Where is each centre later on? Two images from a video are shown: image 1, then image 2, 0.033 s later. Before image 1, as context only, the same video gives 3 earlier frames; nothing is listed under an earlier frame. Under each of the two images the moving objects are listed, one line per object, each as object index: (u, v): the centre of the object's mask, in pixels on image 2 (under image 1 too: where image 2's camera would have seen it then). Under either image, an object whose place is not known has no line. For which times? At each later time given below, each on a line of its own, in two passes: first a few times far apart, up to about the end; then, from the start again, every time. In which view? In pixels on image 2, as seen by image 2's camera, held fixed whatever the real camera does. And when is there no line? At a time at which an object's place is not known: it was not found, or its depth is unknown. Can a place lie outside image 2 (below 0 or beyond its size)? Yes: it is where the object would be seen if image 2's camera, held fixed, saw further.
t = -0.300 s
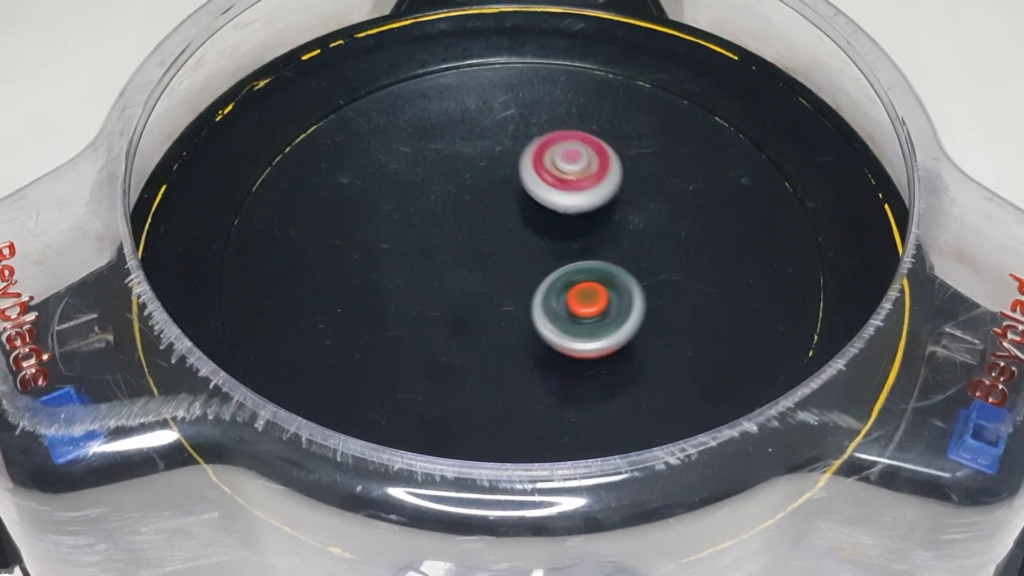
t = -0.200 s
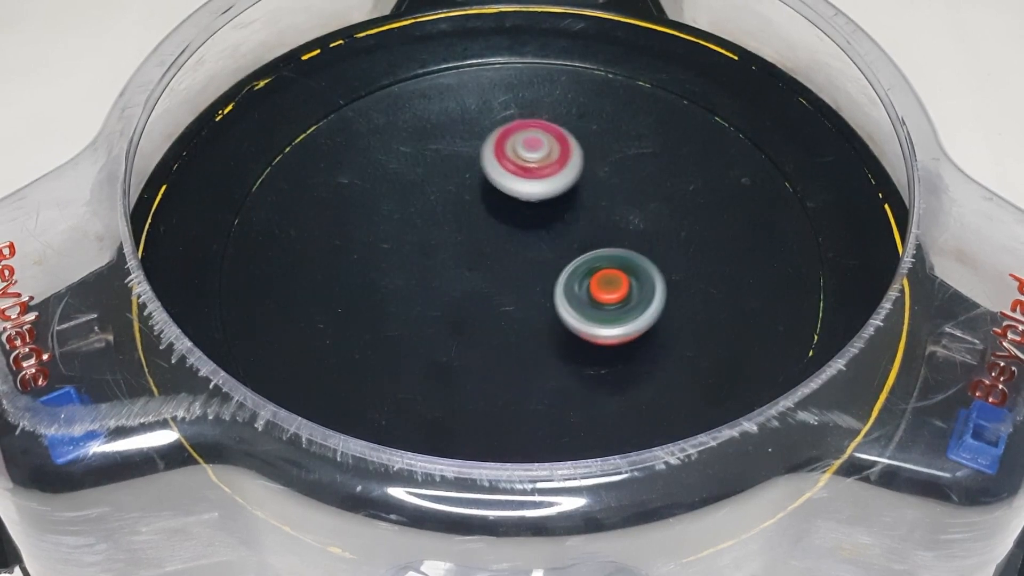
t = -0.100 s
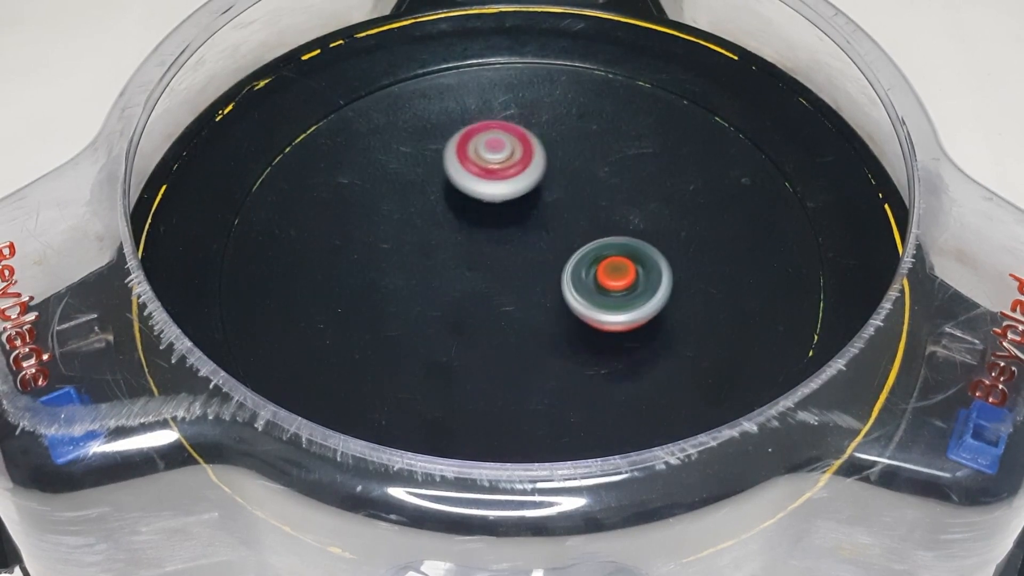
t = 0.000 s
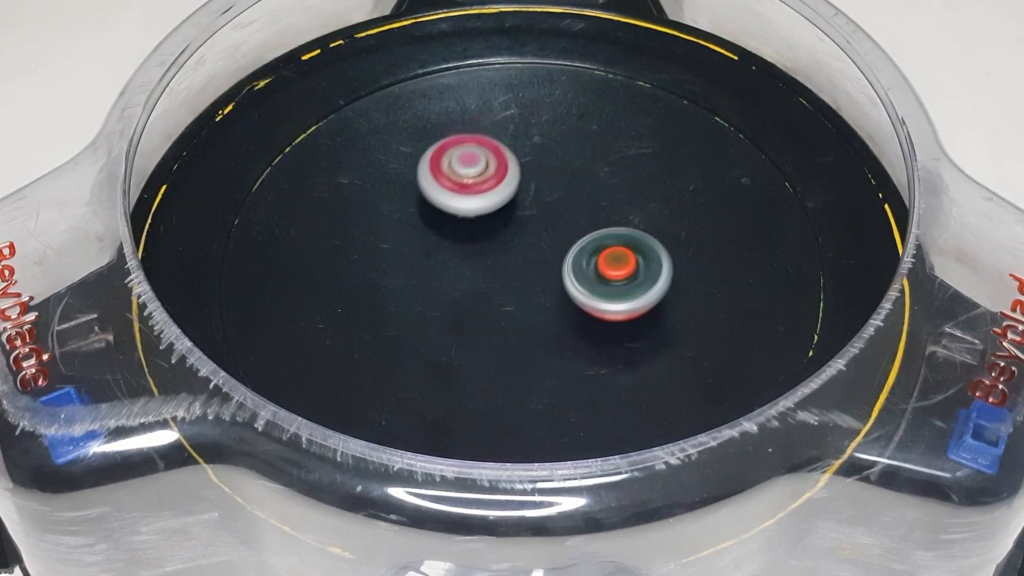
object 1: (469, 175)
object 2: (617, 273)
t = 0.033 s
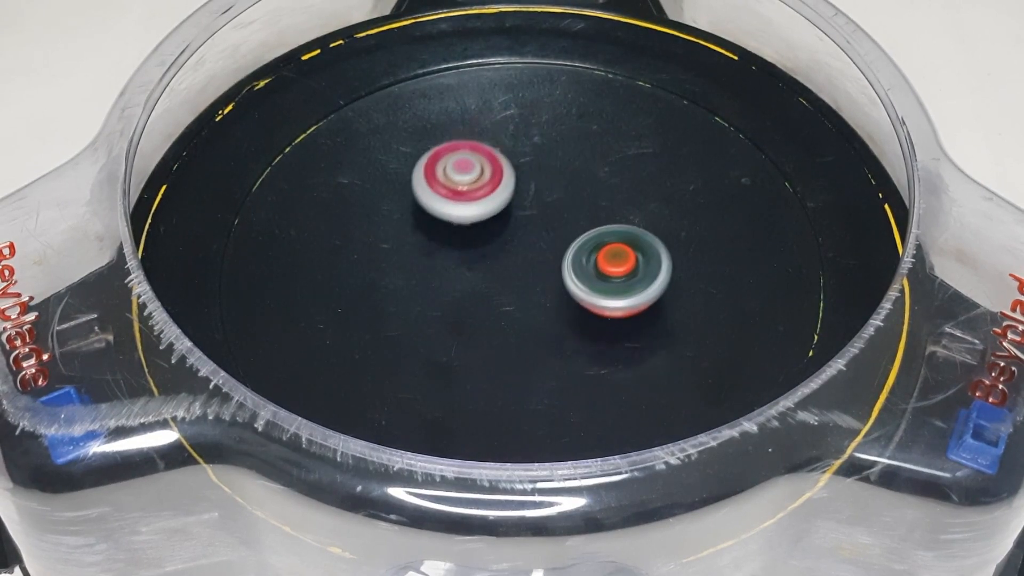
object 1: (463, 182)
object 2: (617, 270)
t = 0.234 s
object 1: (457, 227)
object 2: (603, 253)
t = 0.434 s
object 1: (442, 254)
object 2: (622, 245)
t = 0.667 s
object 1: (481, 282)
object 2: (617, 232)
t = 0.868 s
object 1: (487, 302)
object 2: (622, 192)
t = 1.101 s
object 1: (524, 309)
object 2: (578, 171)
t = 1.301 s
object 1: (562, 292)
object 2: (517, 193)
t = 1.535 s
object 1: (711, 367)
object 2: (362, 81)
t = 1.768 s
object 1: (732, 340)
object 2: (293, 94)
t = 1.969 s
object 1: (609, 214)
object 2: (363, 232)
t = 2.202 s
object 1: (517, 218)
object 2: (546, 313)
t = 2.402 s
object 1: (496, 276)
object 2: (620, 254)
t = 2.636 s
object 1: (543, 312)
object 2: (589, 179)
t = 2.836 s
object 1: (583, 299)
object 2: (543, 164)
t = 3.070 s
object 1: (571, 262)
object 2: (521, 174)
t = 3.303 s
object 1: (536, 271)
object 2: (517, 181)
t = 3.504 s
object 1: (532, 310)
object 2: (521, 149)
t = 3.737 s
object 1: (563, 301)
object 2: (506, 156)
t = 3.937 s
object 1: (553, 275)
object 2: (509, 185)
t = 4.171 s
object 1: (566, 330)
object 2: (492, 127)
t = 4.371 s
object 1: (588, 285)
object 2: (479, 167)
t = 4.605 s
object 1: (588, 277)
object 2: (441, 162)
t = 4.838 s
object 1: (562, 258)
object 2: (458, 209)
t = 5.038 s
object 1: (711, 303)
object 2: (310, 144)
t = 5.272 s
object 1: (688, 235)
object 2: (353, 229)
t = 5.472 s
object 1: (600, 192)
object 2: (481, 288)
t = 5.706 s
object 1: (495, 174)
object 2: (566, 307)
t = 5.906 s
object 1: (428, 149)
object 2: (654, 358)
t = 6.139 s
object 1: (406, 234)
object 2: (683, 268)
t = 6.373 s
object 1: (468, 278)
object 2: (617, 220)
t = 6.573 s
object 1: (482, 279)
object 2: (630, 196)
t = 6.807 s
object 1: (501, 274)
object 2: (609, 184)
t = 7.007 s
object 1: (514, 275)
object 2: (585, 174)
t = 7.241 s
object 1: (523, 276)
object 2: (557, 172)
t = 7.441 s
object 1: (534, 280)
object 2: (532, 168)
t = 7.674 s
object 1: (550, 271)
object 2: (508, 183)
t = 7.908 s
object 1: (673, 460)
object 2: (432, 35)
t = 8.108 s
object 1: (649, 365)
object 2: (421, 124)
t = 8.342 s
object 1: (575, 211)
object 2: (499, 271)
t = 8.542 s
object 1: (503, 219)
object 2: (596, 282)
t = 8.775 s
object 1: (454, 268)
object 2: (650, 206)
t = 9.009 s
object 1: (461, 311)
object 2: (630, 190)
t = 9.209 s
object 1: (492, 321)
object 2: (607, 206)
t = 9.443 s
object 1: (524, 307)
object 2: (602, 226)
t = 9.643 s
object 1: (523, 292)
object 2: (618, 226)
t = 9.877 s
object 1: (477, 281)
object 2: (661, 210)
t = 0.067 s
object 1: (460, 189)
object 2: (616, 267)
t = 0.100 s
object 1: (457, 197)
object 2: (614, 264)
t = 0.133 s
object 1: (455, 205)
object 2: (613, 261)
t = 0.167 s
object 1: (455, 212)
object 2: (610, 258)
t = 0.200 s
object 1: (456, 220)
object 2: (607, 255)
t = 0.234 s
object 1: (457, 227)
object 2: (603, 253)
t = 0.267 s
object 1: (460, 233)
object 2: (598, 250)
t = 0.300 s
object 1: (464, 239)
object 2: (592, 248)
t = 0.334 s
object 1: (468, 244)
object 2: (586, 247)
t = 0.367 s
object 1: (467, 249)
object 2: (586, 246)
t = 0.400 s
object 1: (451, 251)
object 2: (607, 246)
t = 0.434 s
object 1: (442, 254)
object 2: (622, 245)
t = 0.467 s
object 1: (441, 258)
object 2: (630, 244)
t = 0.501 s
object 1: (444, 263)
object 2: (633, 242)
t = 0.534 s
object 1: (450, 268)
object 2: (633, 240)
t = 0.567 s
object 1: (457, 273)
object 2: (630, 238)
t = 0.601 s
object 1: (465, 277)
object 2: (626, 236)
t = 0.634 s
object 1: (473, 280)
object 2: (622, 234)
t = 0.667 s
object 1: (481, 282)
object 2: (617, 232)
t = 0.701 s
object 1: (489, 283)
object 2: (612, 230)
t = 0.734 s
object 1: (497, 284)
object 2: (606, 228)
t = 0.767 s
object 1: (505, 284)
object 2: (600, 226)
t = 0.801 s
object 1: (511, 284)
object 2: (596, 222)
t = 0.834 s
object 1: (497, 295)
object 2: (611, 205)
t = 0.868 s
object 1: (487, 302)
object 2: (622, 192)
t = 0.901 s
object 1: (483, 307)
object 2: (627, 181)
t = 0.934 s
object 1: (485, 310)
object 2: (627, 173)
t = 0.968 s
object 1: (492, 312)
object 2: (622, 169)
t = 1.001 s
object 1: (500, 313)
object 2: (614, 167)
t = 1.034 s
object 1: (508, 312)
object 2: (603, 167)
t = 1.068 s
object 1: (516, 311)
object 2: (591, 169)
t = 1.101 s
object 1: (524, 309)
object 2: (578, 171)
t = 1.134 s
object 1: (531, 307)
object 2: (566, 174)
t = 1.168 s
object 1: (538, 304)
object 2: (554, 176)
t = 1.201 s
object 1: (545, 302)
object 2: (543, 180)
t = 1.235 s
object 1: (551, 299)
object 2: (533, 184)
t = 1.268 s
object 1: (557, 295)
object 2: (524, 188)
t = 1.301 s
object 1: (562, 292)
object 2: (517, 193)
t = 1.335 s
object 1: (567, 288)
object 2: (510, 199)
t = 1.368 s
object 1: (571, 284)
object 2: (505, 204)
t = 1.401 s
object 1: (574, 280)
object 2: (501, 211)
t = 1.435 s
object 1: (576, 276)
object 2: (498, 216)
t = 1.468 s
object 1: (614, 304)
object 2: (452, 175)
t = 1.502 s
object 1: (664, 339)
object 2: (405, 128)
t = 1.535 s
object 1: (711, 367)
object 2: (362, 81)
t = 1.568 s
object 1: (755, 387)
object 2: (340, 51)
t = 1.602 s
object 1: (779, 384)
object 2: (326, 44)
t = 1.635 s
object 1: (783, 380)
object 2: (317, 55)
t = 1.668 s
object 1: (780, 385)
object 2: (308, 58)
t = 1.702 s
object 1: (765, 373)
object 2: (301, 67)
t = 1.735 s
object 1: (749, 356)
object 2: (296, 79)
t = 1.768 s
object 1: (732, 340)
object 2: (293, 94)
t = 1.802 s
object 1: (711, 317)
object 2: (294, 112)
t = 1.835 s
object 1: (689, 294)
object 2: (299, 136)
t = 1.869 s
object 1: (667, 271)
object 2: (309, 159)
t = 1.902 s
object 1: (647, 249)
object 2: (323, 184)
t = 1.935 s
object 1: (627, 230)
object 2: (341, 208)
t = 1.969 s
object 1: (609, 214)
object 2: (363, 232)
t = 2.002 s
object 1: (593, 204)
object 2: (387, 255)
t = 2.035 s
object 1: (577, 197)
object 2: (414, 274)
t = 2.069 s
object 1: (562, 196)
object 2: (441, 290)
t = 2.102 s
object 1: (548, 198)
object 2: (469, 302)
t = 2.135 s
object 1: (535, 203)
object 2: (496, 310)
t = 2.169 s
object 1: (525, 210)
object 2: (522, 314)
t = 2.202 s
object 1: (517, 218)
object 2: (546, 313)
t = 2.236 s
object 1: (510, 227)
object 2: (567, 309)
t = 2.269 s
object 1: (504, 237)
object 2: (585, 302)
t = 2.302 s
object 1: (499, 248)
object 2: (598, 292)
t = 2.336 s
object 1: (495, 258)
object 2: (609, 280)
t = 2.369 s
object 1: (494, 268)
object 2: (616, 267)
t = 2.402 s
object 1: (496, 276)
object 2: (620, 254)
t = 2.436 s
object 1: (501, 284)
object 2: (621, 240)
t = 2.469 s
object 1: (507, 293)
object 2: (620, 227)
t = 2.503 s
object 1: (514, 300)
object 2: (616, 215)
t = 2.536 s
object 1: (521, 307)
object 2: (611, 204)
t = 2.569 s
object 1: (528, 311)
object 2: (605, 194)
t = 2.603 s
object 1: (535, 312)
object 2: (597, 186)
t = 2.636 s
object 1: (543, 312)
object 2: (589, 179)
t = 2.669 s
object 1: (552, 311)
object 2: (581, 174)
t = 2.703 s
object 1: (562, 310)
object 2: (572, 170)
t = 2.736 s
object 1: (571, 309)
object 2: (564, 167)
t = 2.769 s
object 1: (577, 307)
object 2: (556, 165)
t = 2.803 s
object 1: (581, 304)
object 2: (549, 164)
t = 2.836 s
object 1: (583, 299)
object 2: (543, 164)
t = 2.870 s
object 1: (584, 294)
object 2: (537, 164)
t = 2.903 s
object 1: (585, 287)
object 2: (533, 165)
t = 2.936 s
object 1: (585, 281)
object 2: (529, 166)
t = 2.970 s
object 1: (585, 275)
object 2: (527, 168)
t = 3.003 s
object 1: (582, 270)
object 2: (524, 170)
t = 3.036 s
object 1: (577, 265)
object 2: (522, 172)
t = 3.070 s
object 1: (571, 262)
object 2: (521, 174)
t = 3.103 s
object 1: (564, 260)
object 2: (521, 176)
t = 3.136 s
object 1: (559, 259)
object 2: (520, 178)
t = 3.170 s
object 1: (554, 262)
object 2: (518, 177)
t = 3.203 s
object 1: (550, 266)
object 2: (517, 176)
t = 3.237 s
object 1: (544, 269)
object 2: (516, 177)
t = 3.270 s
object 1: (539, 270)
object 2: (517, 179)
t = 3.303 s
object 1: (536, 271)
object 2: (517, 181)
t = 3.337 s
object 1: (534, 272)
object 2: (517, 183)
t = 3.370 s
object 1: (532, 273)
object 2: (518, 186)
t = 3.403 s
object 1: (530, 274)
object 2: (519, 188)
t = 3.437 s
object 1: (529, 284)
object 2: (520, 177)
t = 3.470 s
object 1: (530, 300)
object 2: (521, 160)
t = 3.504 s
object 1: (532, 310)
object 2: (521, 149)
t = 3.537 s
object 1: (535, 315)
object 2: (521, 143)
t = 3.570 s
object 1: (541, 317)
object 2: (519, 141)
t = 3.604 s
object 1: (547, 316)
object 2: (517, 141)
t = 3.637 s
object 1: (553, 313)
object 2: (513, 143)
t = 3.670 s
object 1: (558, 309)
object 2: (510, 147)
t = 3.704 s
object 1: (562, 305)
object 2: (508, 151)
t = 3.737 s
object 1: (563, 301)
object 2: (506, 156)
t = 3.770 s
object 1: (564, 296)
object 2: (505, 161)
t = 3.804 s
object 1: (563, 291)
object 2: (504, 166)
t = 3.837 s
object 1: (562, 286)
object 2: (504, 171)
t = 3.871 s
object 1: (560, 282)
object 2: (505, 176)
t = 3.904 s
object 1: (557, 278)
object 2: (507, 180)
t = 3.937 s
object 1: (553, 275)
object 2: (509, 185)
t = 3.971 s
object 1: (549, 272)
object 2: (511, 190)
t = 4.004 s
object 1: (549, 284)
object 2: (508, 175)
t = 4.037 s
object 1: (551, 304)
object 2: (503, 154)
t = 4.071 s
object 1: (553, 319)
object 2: (500, 138)
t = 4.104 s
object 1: (556, 327)
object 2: (497, 129)
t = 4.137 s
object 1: (560, 331)
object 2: (495, 126)
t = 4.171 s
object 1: (566, 330)
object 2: (492, 127)
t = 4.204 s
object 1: (573, 326)
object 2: (488, 130)
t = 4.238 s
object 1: (579, 319)
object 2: (484, 136)
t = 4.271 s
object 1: (584, 311)
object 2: (482, 143)
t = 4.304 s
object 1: (588, 303)
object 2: (480, 150)
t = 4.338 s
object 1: (589, 294)
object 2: (479, 158)
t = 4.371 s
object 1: (588, 285)
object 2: (479, 167)
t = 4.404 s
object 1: (585, 276)
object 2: (481, 175)
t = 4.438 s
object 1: (580, 268)
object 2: (484, 183)
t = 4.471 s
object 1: (573, 260)
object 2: (487, 190)
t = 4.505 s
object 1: (569, 256)
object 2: (484, 191)
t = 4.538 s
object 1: (578, 266)
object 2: (467, 178)
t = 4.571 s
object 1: (588, 277)
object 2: (446, 163)
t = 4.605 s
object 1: (588, 277)
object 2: (441, 162)
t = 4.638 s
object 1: (586, 276)
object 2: (440, 165)
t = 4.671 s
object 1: (583, 274)
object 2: (440, 170)
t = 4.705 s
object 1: (580, 271)
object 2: (442, 177)
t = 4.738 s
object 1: (575, 267)
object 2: (445, 185)
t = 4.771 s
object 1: (571, 264)
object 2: (449, 193)
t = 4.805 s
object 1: (566, 261)
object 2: (453, 201)
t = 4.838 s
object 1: (562, 258)
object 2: (458, 209)
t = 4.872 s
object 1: (566, 259)
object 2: (450, 209)
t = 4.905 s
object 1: (605, 275)
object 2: (407, 189)
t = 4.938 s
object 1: (641, 287)
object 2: (371, 170)
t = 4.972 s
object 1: (670, 296)
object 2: (343, 156)
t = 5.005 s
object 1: (694, 301)
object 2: (323, 147)
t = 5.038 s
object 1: (711, 303)
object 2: (310, 144)
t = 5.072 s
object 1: (722, 301)
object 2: (303, 147)
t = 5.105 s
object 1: (726, 295)
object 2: (300, 154)
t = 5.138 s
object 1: (725, 286)
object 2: (302, 167)
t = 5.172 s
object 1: (719, 275)
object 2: (309, 181)
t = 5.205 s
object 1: (711, 262)
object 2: (320, 196)
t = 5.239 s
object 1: (700, 248)
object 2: (335, 213)
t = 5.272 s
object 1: (688, 235)
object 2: (353, 229)
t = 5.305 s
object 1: (675, 224)
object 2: (374, 244)
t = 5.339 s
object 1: (662, 213)
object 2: (396, 258)
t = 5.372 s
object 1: (647, 205)
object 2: (419, 269)
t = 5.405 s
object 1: (631, 199)
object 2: (441, 278)
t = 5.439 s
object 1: (616, 195)
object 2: (462, 284)
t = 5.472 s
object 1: (600, 192)
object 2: (481, 288)
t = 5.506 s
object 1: (584, 191)
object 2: (498, 289)
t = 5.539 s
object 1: (569, 190)
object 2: (512, 288)
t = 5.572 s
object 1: (555, 192)
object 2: (525, 285)
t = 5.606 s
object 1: (540, 194)
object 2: (534, 282)
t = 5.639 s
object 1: (526, 197)
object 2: (543, 279)
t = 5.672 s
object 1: (512, 194)
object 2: (551, 281)
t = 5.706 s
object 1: (495, 174)
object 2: (566, 307)
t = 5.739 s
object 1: (480, 158)
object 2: (581, 329)
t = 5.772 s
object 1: (467, 146)
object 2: (595, 346)
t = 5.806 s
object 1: (455, 140)
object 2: (608, 357)
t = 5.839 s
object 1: (445, 138)
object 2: (623, 363)
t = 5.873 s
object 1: (436, 142)
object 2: (639, 364)
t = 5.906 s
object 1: (428, 149)
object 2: (654, 358)
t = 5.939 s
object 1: (420, 160)
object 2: (670, 349)
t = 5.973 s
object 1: (413, 172)
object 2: (681, 336)
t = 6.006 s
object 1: (408, 184)
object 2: (689, 323)
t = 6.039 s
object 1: (404, 197)
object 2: (693, 308)
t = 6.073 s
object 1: (403, 210)
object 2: (693, 294)
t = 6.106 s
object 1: (403, 222)
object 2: (690, 281)
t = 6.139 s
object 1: (406, 234)
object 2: (683, 268)
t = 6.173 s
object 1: (411, 245)
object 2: (675, 257)
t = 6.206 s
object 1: (418, 255)
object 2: (665, 247)
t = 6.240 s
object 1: (425, 263)
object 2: (654, 238)
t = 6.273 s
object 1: (435, 269)
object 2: (643, 231)
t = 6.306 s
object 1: (445, 274)
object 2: (633, 225)
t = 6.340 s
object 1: (456, 277)
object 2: (625, 222)
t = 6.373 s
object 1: (468, 278)
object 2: (617, 220)
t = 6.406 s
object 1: (479, 278)
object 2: (611, 220)
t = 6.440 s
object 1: (489, 277)
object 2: (606, 219)
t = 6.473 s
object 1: (498, 274)
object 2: (601, 219)
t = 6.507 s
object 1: (507, 271)
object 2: (597, 219)
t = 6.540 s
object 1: (494, 276)
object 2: (615, 207)
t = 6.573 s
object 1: (482, 279)
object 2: (630, 196)
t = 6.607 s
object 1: (477, 281)
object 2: (638, 189)
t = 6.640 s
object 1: (477, 281)
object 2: (639, 185)
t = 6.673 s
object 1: (480, 280)
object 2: (636, 183)
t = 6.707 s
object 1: (484, 279)
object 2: (630, 183)
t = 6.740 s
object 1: (489, 277)
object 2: (623, 182)
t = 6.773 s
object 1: (495, 276)
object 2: (616, 183)
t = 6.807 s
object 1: (501, 274)
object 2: (609, 184)
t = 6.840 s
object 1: (507, 273)
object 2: (602, 185)
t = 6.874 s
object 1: (513, 271)
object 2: (595, 186)
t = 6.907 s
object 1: (517, 269)
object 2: (588, 188)
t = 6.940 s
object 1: (521, 266)
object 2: (581, 189)
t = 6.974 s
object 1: (521, 267)
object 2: (580, 184)
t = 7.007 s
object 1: (514, 275)
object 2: (585, 174)
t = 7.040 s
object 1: (510, 279)
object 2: (586, 167)
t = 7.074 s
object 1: (509, 280)
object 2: (584, 165)
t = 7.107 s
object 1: (510, 281)
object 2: (580, 164)
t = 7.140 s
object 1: (513, 281)
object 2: (574, 165)
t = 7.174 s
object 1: (516, 279)
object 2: (568, 167)
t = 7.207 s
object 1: (520, 278)
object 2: (563, 169)
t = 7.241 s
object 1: (523, 276)
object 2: (557, 172)
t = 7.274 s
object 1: (526, 274)
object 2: (552, 174)
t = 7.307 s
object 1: (529, 272)
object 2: (547, 177)
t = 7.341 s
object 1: (532, 269)
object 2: (542, 180)
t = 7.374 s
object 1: (534, 267)
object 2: (537, 181)
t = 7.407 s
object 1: (534, 275)
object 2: (535, 173)
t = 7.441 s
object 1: (534, 280)
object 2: (532, 168)
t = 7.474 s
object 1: (535, 282)
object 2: (529, 167)
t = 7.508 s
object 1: (537, 282)
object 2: (525, 169)
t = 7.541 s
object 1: (539, 281)
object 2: (521, 171)
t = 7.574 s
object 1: (543, 279)
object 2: (517, 173)
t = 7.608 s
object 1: (545, 276)
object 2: (514, 176)
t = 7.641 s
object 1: (548, 273)
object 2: (511, 180)
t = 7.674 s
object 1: (550, 271)
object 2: (508, 183)
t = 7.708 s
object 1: (551, 268)
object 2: (506, 187)
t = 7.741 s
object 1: (552, 266)
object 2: (502, 186)
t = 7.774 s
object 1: (573, 308)
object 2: (478, 132)
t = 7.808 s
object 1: (598, 356)
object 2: (455, 67)
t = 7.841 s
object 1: (622, 397)
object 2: (442, 32)
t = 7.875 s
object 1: (648, 431)
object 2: (437, 27)
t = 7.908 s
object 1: (673, 460)
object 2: (432, 35)
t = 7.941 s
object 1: (679, 452)
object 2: (427, 35)
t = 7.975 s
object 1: (681, 456)
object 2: (423, 47)
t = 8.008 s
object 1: (675, 440)
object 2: (421, 63)
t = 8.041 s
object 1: (662, 406)
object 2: (418, 79)
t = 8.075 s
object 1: (658, 391)
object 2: (418, 101)
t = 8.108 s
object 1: (649, 365)
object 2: (421, 124)
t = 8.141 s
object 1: (639, 336)
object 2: (427, 147)
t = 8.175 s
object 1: (629, 308)
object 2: (434, 171)
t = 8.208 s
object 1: (619, 281)
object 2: (444, 195)
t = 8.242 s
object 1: (608, 258)
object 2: (455, 217)
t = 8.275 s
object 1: (597, 238)
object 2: (469, 238)
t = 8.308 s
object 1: (586, 223)
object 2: (483, 256)
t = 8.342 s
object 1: (575, 211)
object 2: (499, 271)
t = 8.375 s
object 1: (562, 205)
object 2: (514, 283)
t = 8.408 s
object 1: (550, 202)
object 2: (530, 291)
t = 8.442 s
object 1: (537, 204)
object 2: (545, 294)
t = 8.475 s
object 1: (525, 208)
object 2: (562, 294)
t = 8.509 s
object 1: (514, 213)
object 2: (579, 289)
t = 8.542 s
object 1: (503, 219)
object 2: (596, 282)
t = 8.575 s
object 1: (493, 225)
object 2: (611, 271)
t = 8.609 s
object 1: (484, 232)
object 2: (624, 259)
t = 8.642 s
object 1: (476, 239)
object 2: (634, 247)
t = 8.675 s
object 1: (470, 246)
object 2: (642, 236)
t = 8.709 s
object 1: (464, 253)
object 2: (647, 224)
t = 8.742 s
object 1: (458, 261)
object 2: (650, 214)
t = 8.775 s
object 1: (454, 268)
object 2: (650, 206)
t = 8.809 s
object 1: (452, 275)
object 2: (648, 200)
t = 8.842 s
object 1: (450, 282)
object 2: (646, 195)
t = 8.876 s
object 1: (450, 289)
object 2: (644, 192)
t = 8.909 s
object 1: (451, 295)
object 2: (641, 190)
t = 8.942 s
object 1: (453, 301)
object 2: (638, 189)
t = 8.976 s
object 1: (457, 306)
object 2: (634, 189)
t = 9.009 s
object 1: (461, 311)
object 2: (630, 190)
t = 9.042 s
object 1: (466, 315)
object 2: (626, 192)
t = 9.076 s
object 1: (471, 318)
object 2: (621, 194)
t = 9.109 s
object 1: (477, 320)
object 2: (617, 197)
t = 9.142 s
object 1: (482, 321)
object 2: (613, 200)
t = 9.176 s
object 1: (487, 321)
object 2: (610, 203)
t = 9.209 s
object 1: (492, 321)
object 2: (607, 206)
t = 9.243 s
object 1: (497, 321)
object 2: (604, 210)
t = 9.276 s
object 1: (502, 320)
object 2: (602, 213)
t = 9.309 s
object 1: (506, 318)
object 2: (602, 215)
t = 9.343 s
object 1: (511, 316)
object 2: (602, 218)
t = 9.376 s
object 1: (515, 314)
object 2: (602, 220)
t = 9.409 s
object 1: (520, 311)
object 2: (602, 223)
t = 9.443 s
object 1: (524, 307)
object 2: (602, 226)
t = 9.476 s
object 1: (527, 303)
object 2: (602, 228)
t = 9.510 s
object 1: (530, 300)
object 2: (602, 231)
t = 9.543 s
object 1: (525, 300)
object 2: (609, 227)
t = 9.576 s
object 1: (522, 298)
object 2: (615, 224)
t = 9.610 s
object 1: (522, 296)
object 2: (617, 224)
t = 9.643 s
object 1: (523, 292)
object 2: (618, 226)
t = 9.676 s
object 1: (524, 288)
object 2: (617, 228)
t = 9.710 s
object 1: (525, 283)
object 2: (616, 230)
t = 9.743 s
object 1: (514, 283)
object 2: (630, 225)
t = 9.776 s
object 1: (497, 284)
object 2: (648, 217)
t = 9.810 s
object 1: (486, 284)
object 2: (658, 212)
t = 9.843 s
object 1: (481, 282)
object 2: (662, 210)
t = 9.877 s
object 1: (477, 281)
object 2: (661, 210)
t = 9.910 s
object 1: (475, 279)
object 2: (659, 210)
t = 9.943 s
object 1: (473, 278)
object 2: (655, 211)
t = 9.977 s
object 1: (471, 277)
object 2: (651, 212)
